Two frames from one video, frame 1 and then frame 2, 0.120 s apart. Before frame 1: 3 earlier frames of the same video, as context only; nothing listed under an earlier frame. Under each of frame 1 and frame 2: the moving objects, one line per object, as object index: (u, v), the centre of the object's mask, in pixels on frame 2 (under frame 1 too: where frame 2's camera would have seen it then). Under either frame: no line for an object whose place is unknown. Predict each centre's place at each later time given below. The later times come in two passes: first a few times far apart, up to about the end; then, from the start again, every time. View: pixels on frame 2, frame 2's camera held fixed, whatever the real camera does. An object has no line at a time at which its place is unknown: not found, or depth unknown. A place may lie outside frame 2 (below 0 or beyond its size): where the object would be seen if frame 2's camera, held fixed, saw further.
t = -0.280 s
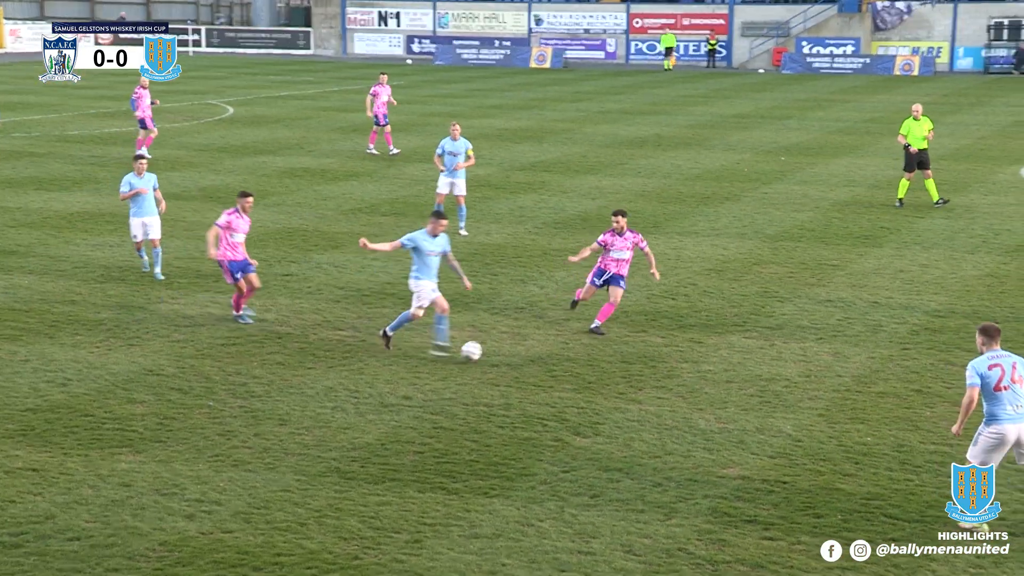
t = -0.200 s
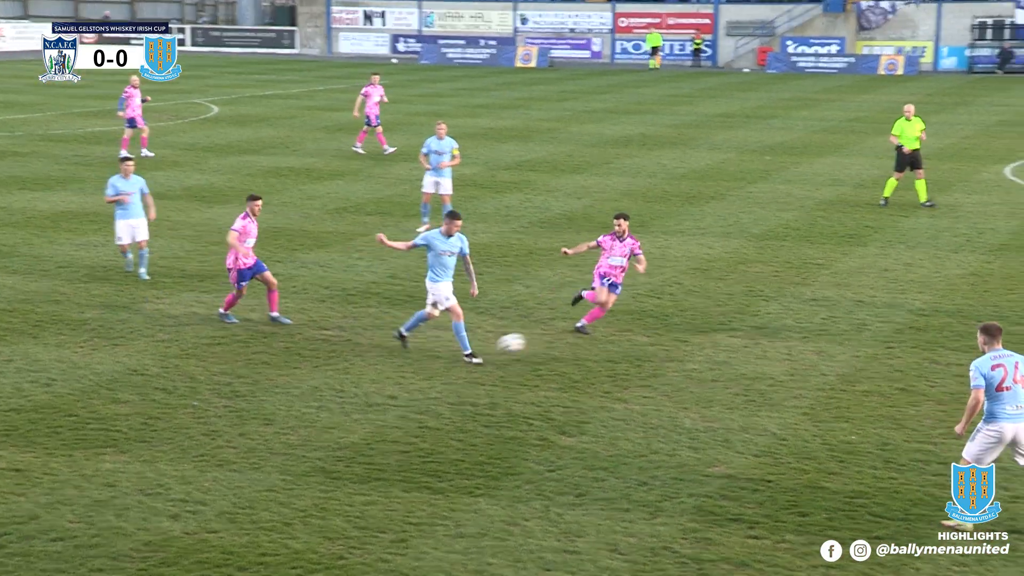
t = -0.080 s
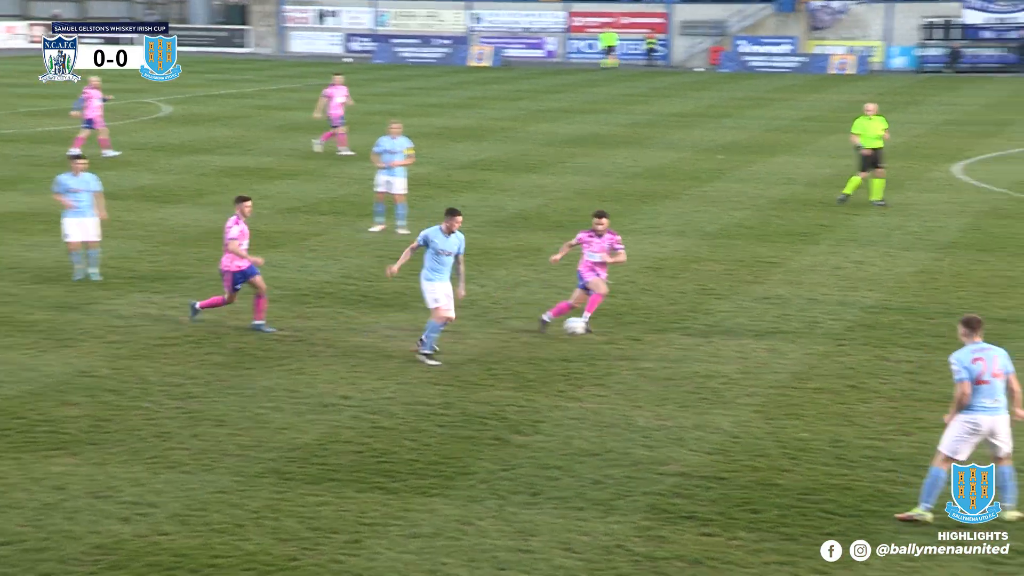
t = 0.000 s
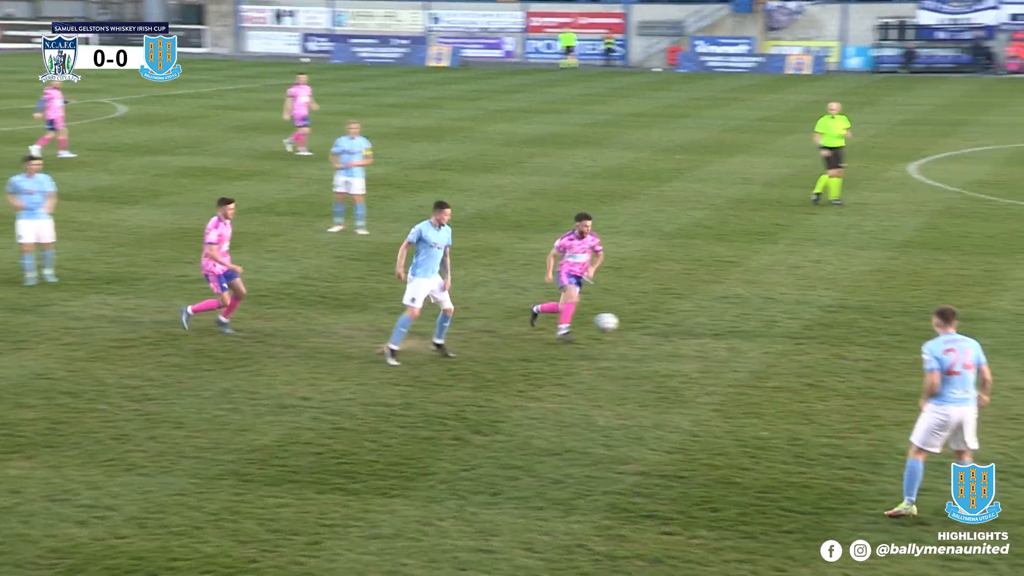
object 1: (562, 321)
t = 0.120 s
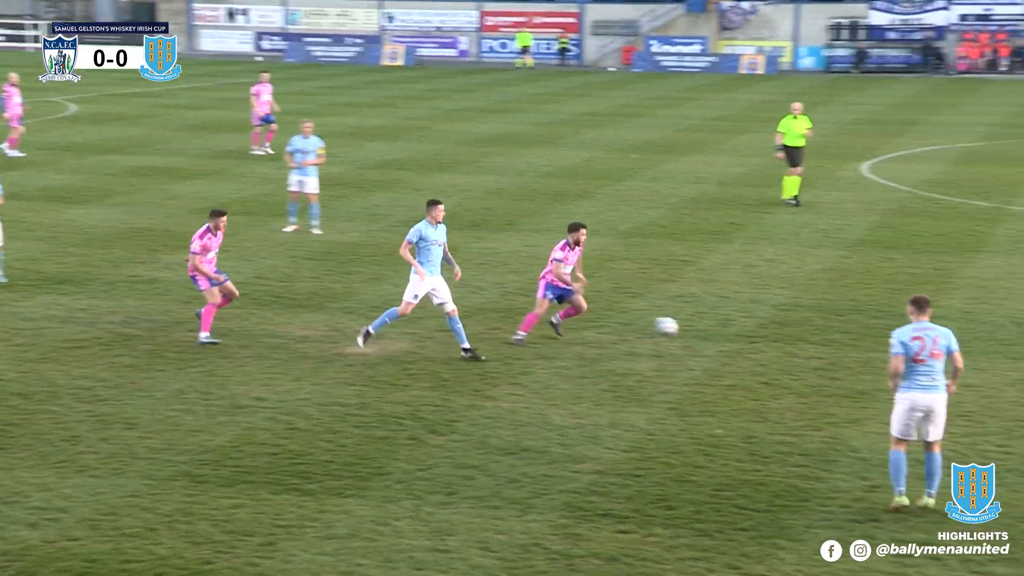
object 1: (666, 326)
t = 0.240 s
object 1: (768, 344)
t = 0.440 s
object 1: (901, 326)
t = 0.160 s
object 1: (700, 331)
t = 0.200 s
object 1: (734, 337)
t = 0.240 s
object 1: (768, 344)
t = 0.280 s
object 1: (796, 339)
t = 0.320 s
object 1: (822, 334)
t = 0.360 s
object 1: (848, 330)
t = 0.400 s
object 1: (874, 327)
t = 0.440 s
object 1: (901, 326)
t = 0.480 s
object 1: (927, 326)
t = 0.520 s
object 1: (954, 327)
